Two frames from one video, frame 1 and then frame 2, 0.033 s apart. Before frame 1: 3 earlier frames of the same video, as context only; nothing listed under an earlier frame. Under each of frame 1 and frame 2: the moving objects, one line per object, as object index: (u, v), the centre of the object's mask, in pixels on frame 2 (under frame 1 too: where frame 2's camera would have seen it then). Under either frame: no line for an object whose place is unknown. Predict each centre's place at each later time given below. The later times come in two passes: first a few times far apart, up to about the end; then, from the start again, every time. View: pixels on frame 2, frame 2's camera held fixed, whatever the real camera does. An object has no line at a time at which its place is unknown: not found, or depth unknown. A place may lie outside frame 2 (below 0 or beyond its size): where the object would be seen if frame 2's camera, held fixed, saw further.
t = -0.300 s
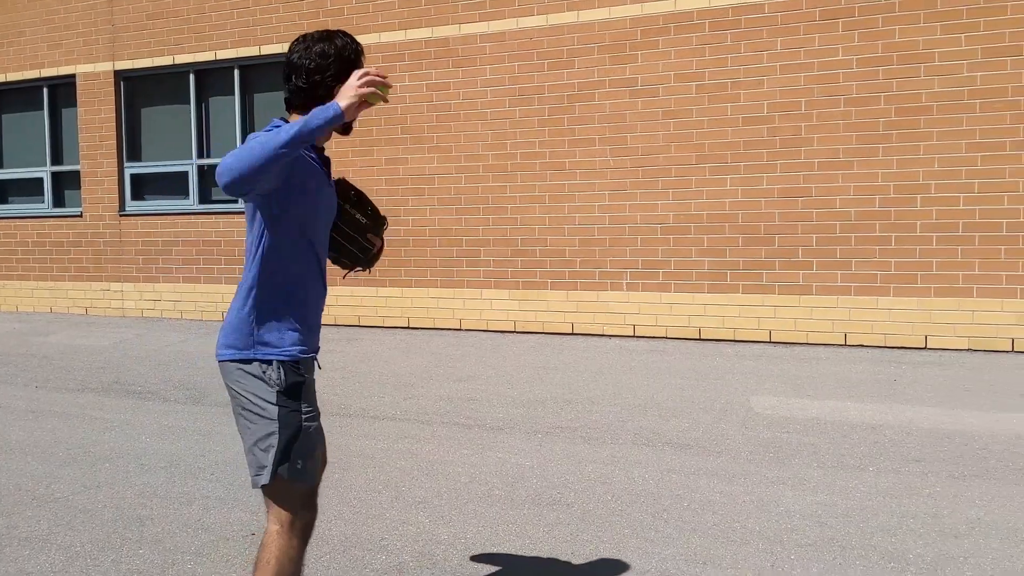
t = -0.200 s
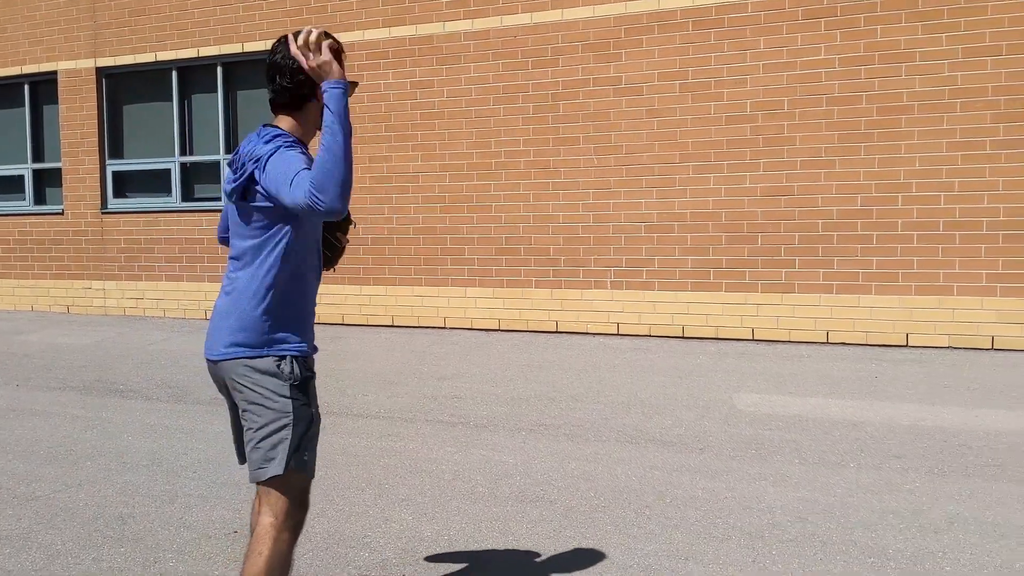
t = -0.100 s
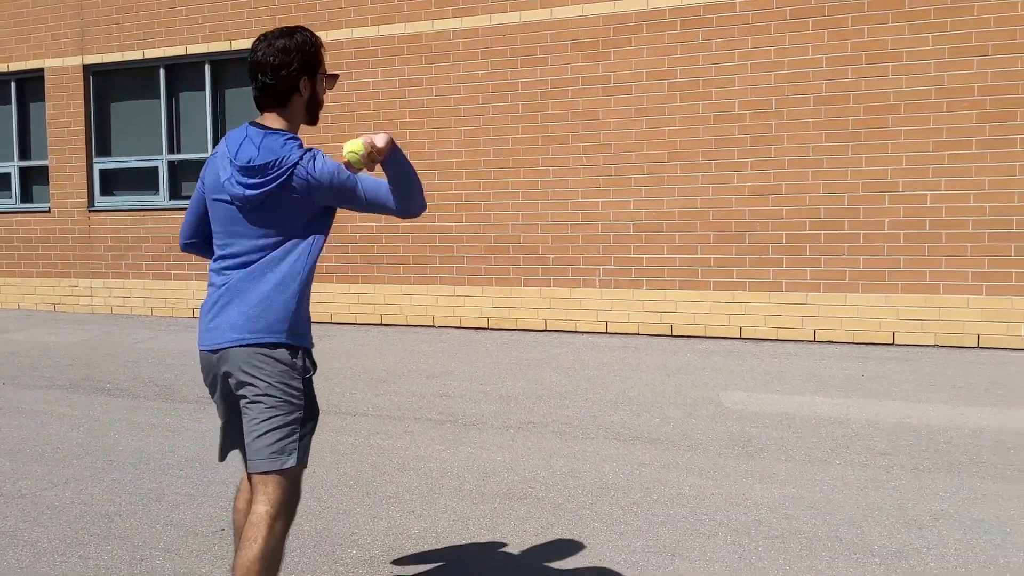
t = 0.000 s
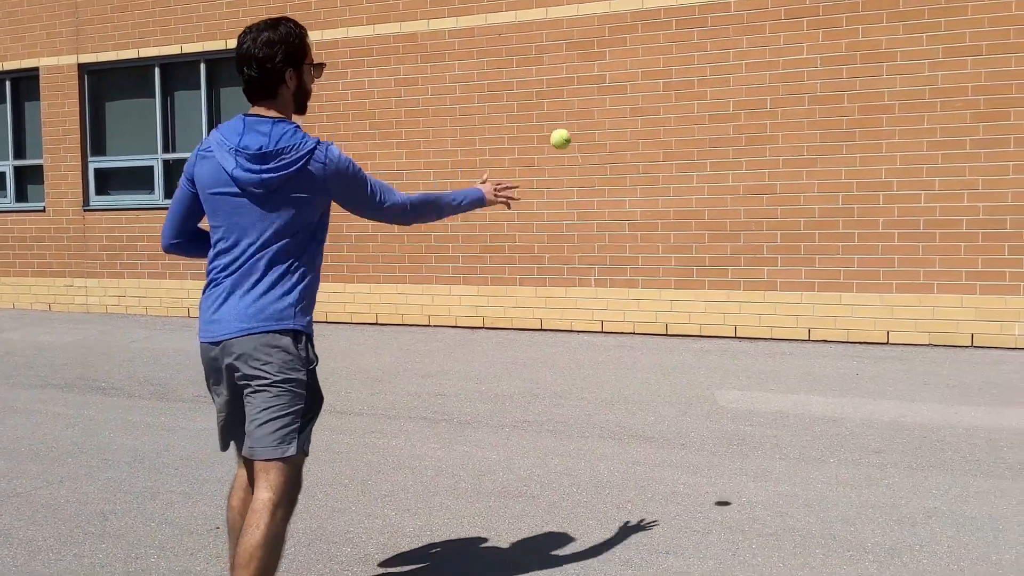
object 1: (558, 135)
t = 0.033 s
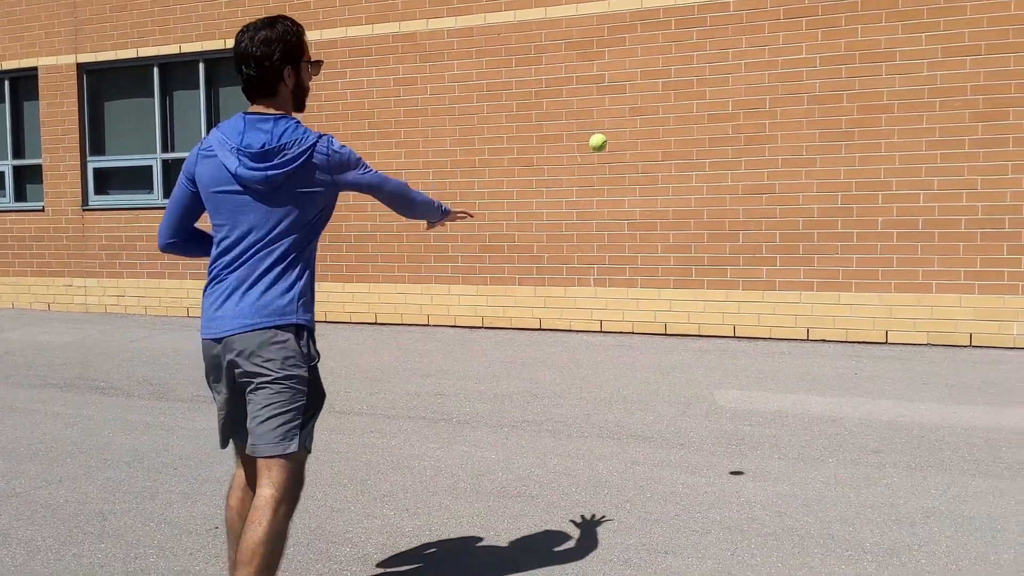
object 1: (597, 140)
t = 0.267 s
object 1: (722, 194)
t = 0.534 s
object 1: (703, 277)
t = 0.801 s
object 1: (601, 356)
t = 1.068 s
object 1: (492, 340)
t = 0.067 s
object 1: (627, 146)
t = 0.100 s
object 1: (651, 152)
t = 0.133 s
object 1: (670, 160)
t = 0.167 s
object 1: (687, 167)
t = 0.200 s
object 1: (700, 176)
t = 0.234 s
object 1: (711, 185)
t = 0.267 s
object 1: (722, 194)
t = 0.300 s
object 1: (730, 203)
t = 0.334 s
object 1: (738, 213)
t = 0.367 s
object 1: (745, 223)
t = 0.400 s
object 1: (747, 233)
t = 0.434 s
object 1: (736, 241)
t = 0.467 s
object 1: (726, 251)
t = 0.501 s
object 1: (714, 263)
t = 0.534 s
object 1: (703, 277)
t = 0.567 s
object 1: (690, 293)
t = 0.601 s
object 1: (678, 312)
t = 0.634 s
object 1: (664, 333)
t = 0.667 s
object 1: (649, 358)
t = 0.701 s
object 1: (634, 386)
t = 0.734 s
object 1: (624, 377)
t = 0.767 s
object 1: (613, 366)
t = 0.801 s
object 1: (601, 356)
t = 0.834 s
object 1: (590, 348)
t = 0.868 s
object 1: (578, 341)
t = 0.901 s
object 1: (565, 335)
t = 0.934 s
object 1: (551, 332)
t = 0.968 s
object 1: (538, 330)
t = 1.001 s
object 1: (523, 331)
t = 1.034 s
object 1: (508, 333)
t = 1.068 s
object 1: (492, 340)
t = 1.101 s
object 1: (475, 347)
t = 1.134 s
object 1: (457, 358)
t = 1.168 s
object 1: (438, 372)
